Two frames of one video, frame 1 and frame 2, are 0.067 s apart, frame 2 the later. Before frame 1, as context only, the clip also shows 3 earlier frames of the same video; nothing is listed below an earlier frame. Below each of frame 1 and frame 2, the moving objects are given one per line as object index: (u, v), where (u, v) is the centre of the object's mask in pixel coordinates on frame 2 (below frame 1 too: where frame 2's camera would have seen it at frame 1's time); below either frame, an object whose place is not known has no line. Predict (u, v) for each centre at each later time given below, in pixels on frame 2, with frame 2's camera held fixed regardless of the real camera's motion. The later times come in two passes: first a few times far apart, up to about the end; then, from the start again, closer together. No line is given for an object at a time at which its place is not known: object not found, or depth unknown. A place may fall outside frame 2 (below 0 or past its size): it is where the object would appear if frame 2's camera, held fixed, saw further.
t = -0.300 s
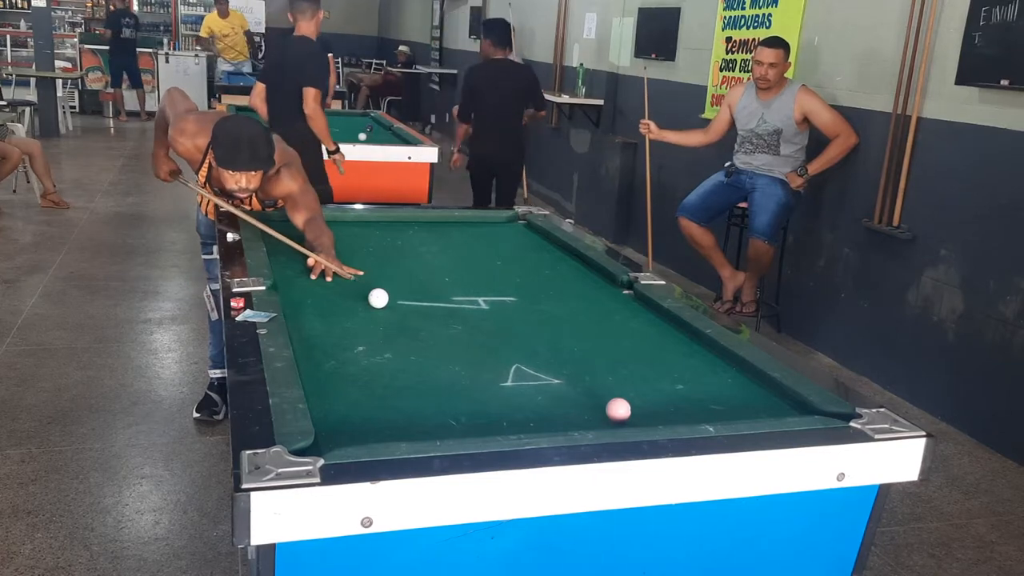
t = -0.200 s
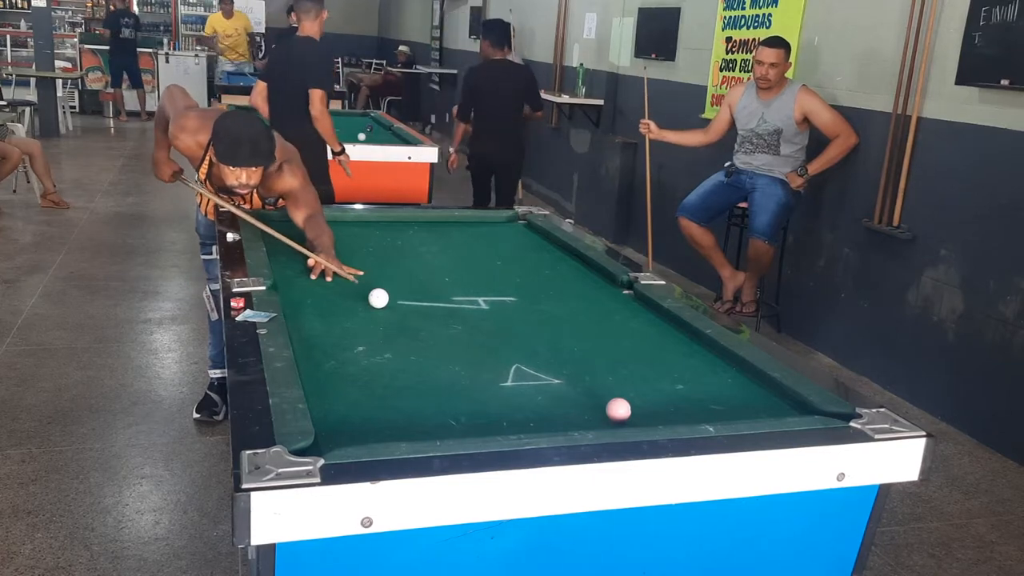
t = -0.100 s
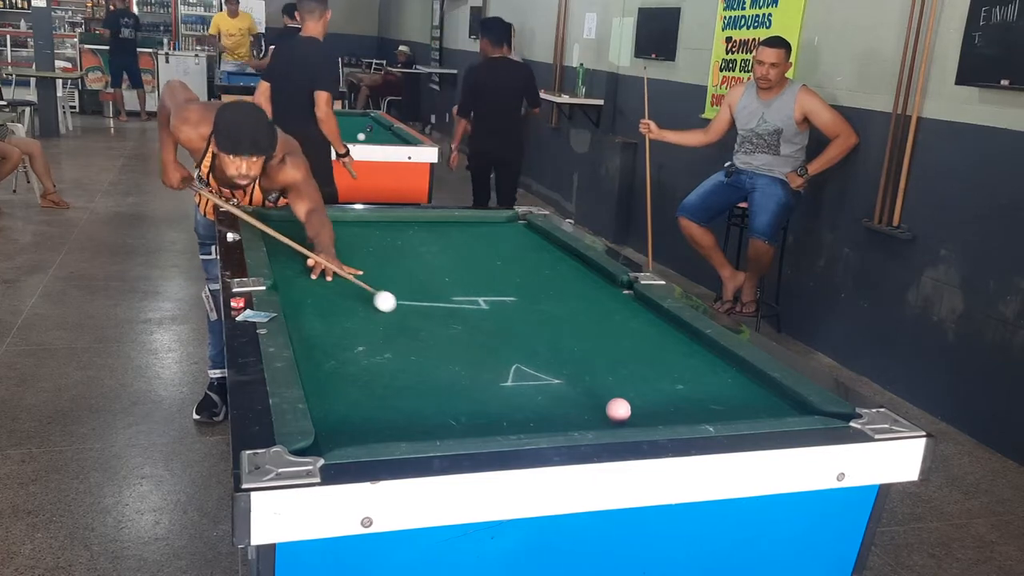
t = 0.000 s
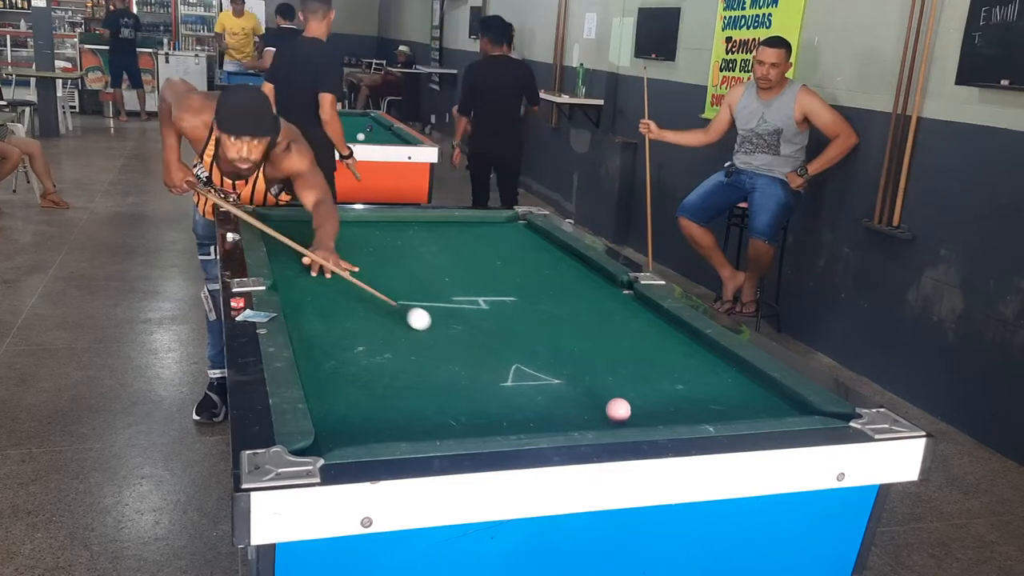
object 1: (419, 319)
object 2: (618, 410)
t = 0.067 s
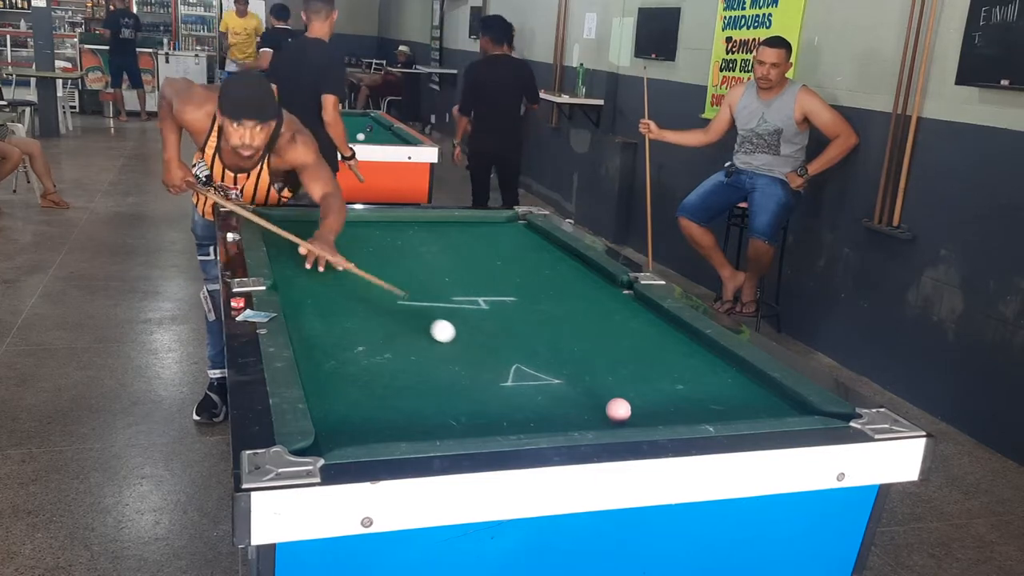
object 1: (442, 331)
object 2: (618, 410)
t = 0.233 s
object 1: (509, 365)
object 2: (618, 410)
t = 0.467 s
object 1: (606, 419)
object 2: (647, 411)
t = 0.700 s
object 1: (579, 388)
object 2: (732, 415)
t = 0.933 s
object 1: (555, 356)
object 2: (775, 408)
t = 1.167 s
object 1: (535, 330)
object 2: (786, 404)
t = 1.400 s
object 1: (519, 309)
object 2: (752, 402)
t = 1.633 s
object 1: (505, 291)
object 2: (721, 401)
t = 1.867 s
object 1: (494, 275)
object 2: (693, 400)
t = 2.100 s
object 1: (484, 262)
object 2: (668, 399)
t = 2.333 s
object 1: (476, 251)
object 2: (646, 399)
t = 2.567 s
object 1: (469, 241)
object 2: (627, 398)
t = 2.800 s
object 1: (463, 232)
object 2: (611, 398)
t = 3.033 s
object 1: (457, 224)
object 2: (598, 399)
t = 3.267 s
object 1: (453, 217)
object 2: (588, 399)
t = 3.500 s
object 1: (461, 222)
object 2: (580, 400)
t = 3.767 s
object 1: (470, 227)
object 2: (576, 400)
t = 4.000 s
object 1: (478, 232)
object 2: (575, 400)
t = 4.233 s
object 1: (486, 237)
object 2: (575, 400)
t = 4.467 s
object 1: (494, 241)
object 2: (575, 400)
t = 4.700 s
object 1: (501, 245)
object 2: (575, 400)
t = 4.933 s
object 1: (508, 249)
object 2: (575, 400)
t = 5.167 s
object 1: (514, 253)
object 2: (575, 400)
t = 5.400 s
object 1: (520, 257)
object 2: (575, 400)
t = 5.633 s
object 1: (526, 260)
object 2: (575, 400)
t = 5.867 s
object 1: (531, 263)
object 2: (575, 400)
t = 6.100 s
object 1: (536, 266)
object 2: (575, 400)
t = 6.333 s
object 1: (540, 268)
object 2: (575, 400)
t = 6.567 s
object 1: (543, 270)
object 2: (575, 400)
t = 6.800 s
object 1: (545, 271)
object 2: (575, 400)
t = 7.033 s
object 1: (545, 272)
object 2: (575, 400)
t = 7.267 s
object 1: (546, 273)
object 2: (575, 400)
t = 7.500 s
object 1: (546, 273)
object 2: (575, 400)
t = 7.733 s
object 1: (546, 273)
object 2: (575, 400)
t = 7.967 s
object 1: (546, 273)
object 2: (575, 400)
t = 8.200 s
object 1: (546, 273)
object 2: (575, 400)
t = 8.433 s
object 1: (546, 273)
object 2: (575, 400)
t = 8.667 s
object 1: (546, 273)
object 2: (575, 400)
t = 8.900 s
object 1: (546, 273)
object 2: (575, 400)
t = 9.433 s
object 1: (543, 271)
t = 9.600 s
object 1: (546, 273)
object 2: (576, 400)
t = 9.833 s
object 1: (546, 273)
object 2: (575, 400)
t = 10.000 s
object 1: (546, 273)
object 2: (575, 400)
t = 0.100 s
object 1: (455, 337)
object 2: (618, 410)
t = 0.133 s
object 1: (468, 344)
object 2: (618, 410)
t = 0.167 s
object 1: (481, 351)
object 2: (618, 410)
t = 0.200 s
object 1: (495, 358)
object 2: (618, 410)
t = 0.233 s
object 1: (509, 365)
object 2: (618, 410)
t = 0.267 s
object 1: (524, 373)
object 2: (618, 410)
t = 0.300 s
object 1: (539, 381)
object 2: (618, 409)
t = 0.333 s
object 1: (556, 389)
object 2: (618, 410)
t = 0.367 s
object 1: (572, 397)
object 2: (618, 410)
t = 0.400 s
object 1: (589, 406)
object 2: (618, 409)
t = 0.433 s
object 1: (598, 413)
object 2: (632, 410)
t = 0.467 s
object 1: (606, 419)
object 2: (647, 411)
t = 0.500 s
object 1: (608, 419)
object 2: (661, 412)
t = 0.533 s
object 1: (602, 415)
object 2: (673, 412)
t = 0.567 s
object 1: (597, 409)
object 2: (684, 413)
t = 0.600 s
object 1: (592, 404)
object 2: (696, 413)
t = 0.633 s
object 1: (588, 399)
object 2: (708, 414)
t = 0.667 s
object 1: (583, 394)
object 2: (719, 414)
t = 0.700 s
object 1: (579, 388)
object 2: (732, 415)
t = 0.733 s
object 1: (576, 383)
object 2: (740, 414)
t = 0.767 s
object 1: (572, 378)
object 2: (746, 413)
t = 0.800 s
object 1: (569, 374)
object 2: (752, 412)
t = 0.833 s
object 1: (565, 369)
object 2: (758, 411)
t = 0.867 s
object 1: (561, 365)
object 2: (764, 410)
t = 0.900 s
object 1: (558, 360)
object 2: (770, 409)
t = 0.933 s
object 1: (555, 356)
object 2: (775, 408)
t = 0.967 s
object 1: (552, 352)
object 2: (781, 407)
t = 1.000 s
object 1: (549, 348)
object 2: (786, 406)
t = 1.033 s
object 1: (546, 345)
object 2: (792, 406)
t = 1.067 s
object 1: (543, 341)
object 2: (797, 405)
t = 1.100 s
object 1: (541, 337)
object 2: (797, 405)
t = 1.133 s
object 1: (538, 334)
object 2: (792, 405)
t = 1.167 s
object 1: (535, 330)
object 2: (786, 404)
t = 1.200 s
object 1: (533, 327)
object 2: (782, 403)
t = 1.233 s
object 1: (530, 324)
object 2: (776, 403)
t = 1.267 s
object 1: (528, 321)
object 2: (771, 403)
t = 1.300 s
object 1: (525, 318)
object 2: (767, 403)
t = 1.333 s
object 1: (523, 314)
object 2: (762, 403)
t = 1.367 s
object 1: (521, 312)
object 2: (757, 402)
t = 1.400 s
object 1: (519, 309)
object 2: (752, 402)
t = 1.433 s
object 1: (517, 306)
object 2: (747, 402)
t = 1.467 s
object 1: (515, 303)
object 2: (743, 402)
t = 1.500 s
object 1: (513, 301)
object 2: (739, 401)
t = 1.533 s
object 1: (511, 298)
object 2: (735, 402)
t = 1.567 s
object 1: (509, 296)
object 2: (730, 401)
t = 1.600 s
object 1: (507, 293)
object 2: (726, 401)
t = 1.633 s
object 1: (505, 291)
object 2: (721, 401)
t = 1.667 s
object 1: (504, 288)
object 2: (717, 401)
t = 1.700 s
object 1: (502, 286)
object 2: (713, 400)
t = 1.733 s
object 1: (500, 284)
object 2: (709, 400)
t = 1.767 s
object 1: (499, 282)
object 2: (705, 400)
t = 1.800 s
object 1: (497, 280)
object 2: (701, 400)
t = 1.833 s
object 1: (495, 277)
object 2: (697, 400)
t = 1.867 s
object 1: (494, 275)
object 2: (693, 400)
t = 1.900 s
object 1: (493, 273)
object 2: (689, 400)
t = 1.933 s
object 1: (491, 271)
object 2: (686, 399)
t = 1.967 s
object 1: (490, 269)
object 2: (682, 399)
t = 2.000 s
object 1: (488, 268)
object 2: (678, 399)
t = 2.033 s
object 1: (487, 266)
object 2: (675, 399)
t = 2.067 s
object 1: (486, 264)
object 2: (671, 399)
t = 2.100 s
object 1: (484, 262)
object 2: (668, 399)
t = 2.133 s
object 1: (483, 260)
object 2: (665, 399)
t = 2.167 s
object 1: (482, 259)
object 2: (661, 399)
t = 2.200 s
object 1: (481, 257)
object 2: (658, 399)
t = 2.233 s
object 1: (479, 256)
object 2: (655, 399)
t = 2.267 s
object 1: (478, 254)
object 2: (652, 399)
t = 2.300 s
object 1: (477, 252)
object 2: (649, 399)
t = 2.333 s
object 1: (476, 251)
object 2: (646, 399)
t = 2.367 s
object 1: (475, 249)
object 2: (643, 399)
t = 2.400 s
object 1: (474, 248)
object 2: (640, 399)
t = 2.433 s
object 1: (473, 246)
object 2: (637, 399)
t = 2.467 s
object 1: (472, 245)
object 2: (635, 399)
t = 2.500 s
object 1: (471, 243)
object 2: (632, 399)
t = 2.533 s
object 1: (470, 242)
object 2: (629, 398)
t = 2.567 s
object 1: (469, 241)
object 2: (627, 398)
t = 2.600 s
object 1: (468, 239)
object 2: (624, 398)
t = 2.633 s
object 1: (467, 238)
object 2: (622, 398)
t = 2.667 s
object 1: (466, 237)
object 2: (620, 398)
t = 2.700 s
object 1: (465, 236)
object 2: (617, 398)
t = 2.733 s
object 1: (465, 234)
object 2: (615, 398)
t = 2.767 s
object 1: (464, 233)
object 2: (613, 398)
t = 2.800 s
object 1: (463, 232)
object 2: (611, 398)
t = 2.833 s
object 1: (462, 231)
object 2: (609, 398)
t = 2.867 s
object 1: (461, 229)
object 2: (607, 399)
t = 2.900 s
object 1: (460, 228)
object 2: (605, 399)
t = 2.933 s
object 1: (460, 227)
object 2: (603, 399)
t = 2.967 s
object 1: (459, 226)
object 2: (601, 399)
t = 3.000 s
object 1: (458, 225)
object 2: (600, 399)
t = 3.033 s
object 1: (457, 224)
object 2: (598, 399)
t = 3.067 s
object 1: (457, 223)
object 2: (596, 399)
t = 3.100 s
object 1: (456, 222)
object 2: (595, 399)
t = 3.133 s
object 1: (455, 221)
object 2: (593, 399)
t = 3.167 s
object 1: (455, 220)
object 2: (592, 399)
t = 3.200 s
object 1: (454, 219)
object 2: (590, 399)
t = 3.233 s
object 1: (453, 218)
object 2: (589, 399)
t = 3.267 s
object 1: (453, 217)
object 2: (588, 399)
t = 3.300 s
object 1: (454, 218)
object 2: (587, 399)
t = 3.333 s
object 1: (455, 218)
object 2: (585, 400)
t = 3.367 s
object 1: (456, 219)
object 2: (584, 400)
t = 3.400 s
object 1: (458, 220)
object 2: (583, 400)
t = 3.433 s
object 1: (459, 220)
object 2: (582, 400)
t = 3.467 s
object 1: (460, 221)
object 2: (581, 400)
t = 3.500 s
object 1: (461, 222)
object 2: (580, 400)
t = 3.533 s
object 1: (462, 223)
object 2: (580, 400)
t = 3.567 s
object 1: (463, 223)
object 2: (579, 400)
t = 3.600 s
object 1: (464, 224)
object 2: (578, 400)
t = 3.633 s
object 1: (465, 225)
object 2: (578, 400)
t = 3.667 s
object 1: (467, 225)
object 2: (577, 400)
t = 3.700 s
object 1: (468, 226)
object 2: (577, 400)
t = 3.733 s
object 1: (469, 227)
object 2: (577, 400)
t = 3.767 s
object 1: (470, 227)
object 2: (576, 400)
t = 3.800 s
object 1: (471, 228)
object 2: (576, 400)
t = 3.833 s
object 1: (472, 229)
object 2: (576, 400)
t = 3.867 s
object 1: (474, 229)
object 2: (576, 400)
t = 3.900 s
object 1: (475, 230)
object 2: (575, 400)
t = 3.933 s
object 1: (476, 231)
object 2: (575, 400)
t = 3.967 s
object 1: (477, 231)
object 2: (575, 400)
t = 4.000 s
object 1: (478, 232)
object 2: (575, 400)
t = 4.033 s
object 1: (479, 232)
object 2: (575, 400)
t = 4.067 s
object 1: (481, 233)
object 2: (575, 400)
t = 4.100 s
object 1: (482, 234)
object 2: (575, 400)
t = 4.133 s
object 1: (483, 235)
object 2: (575, 400)
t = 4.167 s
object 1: (484, 235)
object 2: (575, 400)
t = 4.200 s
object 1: (485, 236)
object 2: (575, 400)
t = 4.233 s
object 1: (486, 237)
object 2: (575, 400)
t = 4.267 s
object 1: (487, 237)
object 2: (575, 400)
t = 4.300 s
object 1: (488, 238)
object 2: (575, 400)
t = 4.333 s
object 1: (490, 238)
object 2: (575, 400)
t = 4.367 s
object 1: (490, 239)
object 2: (575, 400)
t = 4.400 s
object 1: (492, 240)
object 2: (575, 400)
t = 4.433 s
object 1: (493, 241)
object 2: (575, 400)
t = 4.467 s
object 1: (494, 241)
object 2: (575, 400)
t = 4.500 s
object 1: (495, 242)
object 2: (575, 400)
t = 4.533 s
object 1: (496, 242)
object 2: (575, 400)
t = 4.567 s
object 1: (497, 243)
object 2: (575, 400)
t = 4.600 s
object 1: (498, 243)
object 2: (575, 400)
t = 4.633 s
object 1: (499, 244)
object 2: (575, 400)
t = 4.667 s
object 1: (500, 245)
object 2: (575, 400)
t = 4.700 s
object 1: (501, 245)
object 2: (575, 400)
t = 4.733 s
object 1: (502, 246)
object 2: (575, 400)
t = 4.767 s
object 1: (503, 246)
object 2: (575, 400)
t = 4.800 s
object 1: (504, 247)
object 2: (575, 400)
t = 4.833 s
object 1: (505, 248)
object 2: (575, 400)
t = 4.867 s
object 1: (506, 248)
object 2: (575, 400)
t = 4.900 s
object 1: (507, 249)
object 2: (575, 400)
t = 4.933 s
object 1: (508, 249)
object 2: (575, 400)
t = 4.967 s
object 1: (509, 250)
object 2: (575, 400)
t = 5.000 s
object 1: (510, 250)
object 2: (575, 400)
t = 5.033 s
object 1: (511, 251)
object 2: (575, 400)
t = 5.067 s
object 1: (512, 252)
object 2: (575, 400)
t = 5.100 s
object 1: (513, 252)
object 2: (575, 400)
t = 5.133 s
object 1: (514, 253)
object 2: (575, 400)
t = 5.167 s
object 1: (514, 253)
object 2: (575, 400)
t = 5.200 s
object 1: (515, 254)
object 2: (575, 400)
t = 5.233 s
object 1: (516, 254)
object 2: (575, 400)
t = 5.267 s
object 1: (517, 255)
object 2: (575, 400)
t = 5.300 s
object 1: (518, 255)
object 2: (575, 400)
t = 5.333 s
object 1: (519, 256)
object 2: (575, 400)
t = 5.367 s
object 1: (520, 256)
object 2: (575, 400)
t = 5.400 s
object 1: (520, 257)
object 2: (575, 400)
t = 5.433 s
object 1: (521, 257)
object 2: (575, 400)
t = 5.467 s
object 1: (522, 258)
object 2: (575, 400)
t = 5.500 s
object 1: (523, 258)
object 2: (575, 400)
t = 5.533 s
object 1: (523, 258)
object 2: (575, 400)
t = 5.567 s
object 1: (524, 259)
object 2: (575, 400)
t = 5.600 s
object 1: (525, 259)
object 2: (575, 400)
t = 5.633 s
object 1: (526, 260)
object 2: (575, 400)
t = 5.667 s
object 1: (527, 260)
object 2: (575, 400)
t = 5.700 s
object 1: (527, 261)
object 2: (575, 400)
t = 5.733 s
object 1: (528, 261)
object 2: (575, 400)
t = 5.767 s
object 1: (529, 262)
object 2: (575, 400)
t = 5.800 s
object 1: (530, 262)
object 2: (575, 400)
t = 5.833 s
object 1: (531, 263)
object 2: (575, 400)
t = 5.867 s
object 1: (531, 263)
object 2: (575, 400)
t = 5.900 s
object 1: (532, 263)
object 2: (575, 400)
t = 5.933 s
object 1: (533, 264)
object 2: (575, 400)
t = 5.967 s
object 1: (533, 264)
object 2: (575, 400)
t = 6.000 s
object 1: (534, 264)
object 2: (575, 400)
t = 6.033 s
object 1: (535, 265)
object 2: (575, 400)
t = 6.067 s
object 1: (536, 265)
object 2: (575, 400)
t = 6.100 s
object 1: (536, 266)
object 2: (575, 400)
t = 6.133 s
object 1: (537, 266)
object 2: (575, 400)
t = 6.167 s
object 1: (538, 266)
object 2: (575, 400)
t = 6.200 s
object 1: (538, 266)
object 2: (575, 400)
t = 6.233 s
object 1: (539, 267)
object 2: (575, 400)
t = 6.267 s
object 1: (539, 267)
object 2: (575, 400)
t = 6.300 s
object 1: (540, 267)
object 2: (575, 400)
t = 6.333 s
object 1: (540, 268)
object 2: (575, 400)
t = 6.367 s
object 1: (541, 268)
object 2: (575, 400)
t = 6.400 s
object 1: (541, 268)
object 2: (575, 400)
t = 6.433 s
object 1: (542, 269)
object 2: (575, 400)
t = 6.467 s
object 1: (542, 269)
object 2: (575, 400)
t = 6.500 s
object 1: (543, 269)
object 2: (575, 400)
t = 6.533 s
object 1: (543, 269)
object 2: (575, 400)
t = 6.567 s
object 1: (543, 270)
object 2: (575, 400)
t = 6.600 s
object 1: (543, 270)
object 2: (575, 400)
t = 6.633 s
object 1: (544, 270)
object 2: (575, 400)
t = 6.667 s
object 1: (544, 270)
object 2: (575, 400)
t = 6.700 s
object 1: (544, 270)
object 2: (575, 400)
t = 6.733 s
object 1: (544, 271)
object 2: (575, 400)
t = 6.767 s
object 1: (544, 271)
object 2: (575, 400)
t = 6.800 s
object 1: (545, 271)
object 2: (575, 400)
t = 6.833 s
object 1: (545, 271)
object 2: (575, 400)
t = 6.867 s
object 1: (545, 272)
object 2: (575, 400)
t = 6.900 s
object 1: (545, 272)
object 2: (575, 400)
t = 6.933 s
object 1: (545, 272)
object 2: (575, 400)
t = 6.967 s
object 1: (545, 272)
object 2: (575, 400)
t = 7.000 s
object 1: (545, 272)
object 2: (575, 400)
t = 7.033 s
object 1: (545, 272)
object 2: (575, 400)
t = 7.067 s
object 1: (545, 272)
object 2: (575, 400)
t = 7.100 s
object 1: (545, 272)
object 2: (575, 400)
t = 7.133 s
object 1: (545, 273)
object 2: (575, 400)
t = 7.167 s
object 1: (546, 273)
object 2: (575, 400)
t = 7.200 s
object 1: (546, 273)
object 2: (575, 400)
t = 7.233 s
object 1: (546, 273)
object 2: (575, 400)
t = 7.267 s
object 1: (546, 273)
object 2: (575, 400)
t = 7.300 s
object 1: (546, 273)
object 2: (575, 400)
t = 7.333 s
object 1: (546, 273)
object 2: (575, 400)
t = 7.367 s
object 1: (546, 273)
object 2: (575, 400)
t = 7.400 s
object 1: (546, 273)
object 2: (575, 400)
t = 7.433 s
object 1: (546, 273)
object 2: (575, 400)
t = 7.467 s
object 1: (546, 273)
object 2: (575, 400)
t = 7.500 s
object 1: (546, 273)
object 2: (575, 400)
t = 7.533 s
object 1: (546, 273)
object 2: (575, 400)
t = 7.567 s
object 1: (546, 273)
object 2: (575, 400)
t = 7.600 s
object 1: (546, 273)
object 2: (575, 400)
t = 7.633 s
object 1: (546, 273)
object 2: (575, 400)
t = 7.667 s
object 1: (546, 273)
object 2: (575, 400)
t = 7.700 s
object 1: (546, 273)
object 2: (575, 400)
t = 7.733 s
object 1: (546, 273)
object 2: (575, 400)
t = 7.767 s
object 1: (546, 273)
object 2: (575, 400)
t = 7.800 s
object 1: (546, 273)
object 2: (575, 400)
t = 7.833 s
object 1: (546, 273)
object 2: (575, 400)
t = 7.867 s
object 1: (546, 273)
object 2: (575, 400)
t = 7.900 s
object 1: (546, 273)
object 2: (575, 400)
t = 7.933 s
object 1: (546, 273)
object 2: (575, 400)
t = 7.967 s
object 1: (546, 273)
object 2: (575, 400)
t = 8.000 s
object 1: (546, 273)
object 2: (575, 400)
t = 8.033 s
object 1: (546, 273)
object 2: (575, 400)
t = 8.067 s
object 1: (546, 273)
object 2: (575, 400)
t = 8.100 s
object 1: (546, 273)
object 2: (575, 400)
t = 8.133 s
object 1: (546, 273)
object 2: (575, 400)
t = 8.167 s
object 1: (546, 273)
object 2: (575, 400)
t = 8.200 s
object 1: (546, 273)
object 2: (575, 400)
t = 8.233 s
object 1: (546, 273)
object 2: (575, 400)
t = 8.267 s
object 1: (546, 273)
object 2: (575, 400)
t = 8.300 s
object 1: (546, 273)
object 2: (576, 400)
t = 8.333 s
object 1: (546, 273)
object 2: (575, 400)
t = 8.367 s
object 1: (546, 273)
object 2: (575, 400)
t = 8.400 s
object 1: (546, 273)
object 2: (575, 400)
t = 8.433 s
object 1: (546, 273)
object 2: (575, 400)
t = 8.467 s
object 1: (546, 273)
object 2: (575, 400)
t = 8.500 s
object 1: (546, 273)
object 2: (575, 400)
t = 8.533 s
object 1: (546, 273)
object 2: (575, 400)
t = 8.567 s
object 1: (546, 273)
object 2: (575, 400)
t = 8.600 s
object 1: (546, 273)
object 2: (575, 400)
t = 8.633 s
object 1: (546, 273)
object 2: (575, 400)
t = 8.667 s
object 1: (546, 273)
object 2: (575, 400)
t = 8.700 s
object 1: (546, 273)
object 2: (575, 400)
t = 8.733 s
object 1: (546, 273)
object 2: (575, 400)
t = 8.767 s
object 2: (580, 400)
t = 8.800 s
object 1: (546, 273)
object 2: (572, 400)
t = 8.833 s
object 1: (546, 273)
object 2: (575, 400)
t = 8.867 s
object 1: (546, 273)
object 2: (575, 400)
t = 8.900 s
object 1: (546, 273)
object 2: (575, 400)
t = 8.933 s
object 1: (548, 273)
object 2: (575, 400)
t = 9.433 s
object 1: (543, 271)
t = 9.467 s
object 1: (546, 273)
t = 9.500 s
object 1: (546, 273)
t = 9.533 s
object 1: (546, 273)
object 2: (575, 400)
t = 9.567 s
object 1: (546, 273)
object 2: (576, 400)
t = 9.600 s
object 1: (546, 273)
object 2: (576, 400)
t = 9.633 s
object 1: (547, 273)
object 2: (576, 400)
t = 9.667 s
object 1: (547, 273)
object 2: (576, 400)
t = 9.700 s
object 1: (546, 273)
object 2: (576, 400)
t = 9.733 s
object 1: (546, 273)
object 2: (576, 400)
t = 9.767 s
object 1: (546, 273)
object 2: (576, 400)
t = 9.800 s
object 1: (546, 273)
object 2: (575, 400)
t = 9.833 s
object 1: (546, 273)
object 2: (575, 400)
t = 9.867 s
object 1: (546, 273)
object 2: (575, 400)
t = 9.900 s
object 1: (546, 273)
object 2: (576, 400)
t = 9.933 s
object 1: (546, 273)
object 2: (576, 400)
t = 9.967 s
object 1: (546, 273)
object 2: (575, 400)
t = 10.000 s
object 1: (546, 273)
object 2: (575, 400)
